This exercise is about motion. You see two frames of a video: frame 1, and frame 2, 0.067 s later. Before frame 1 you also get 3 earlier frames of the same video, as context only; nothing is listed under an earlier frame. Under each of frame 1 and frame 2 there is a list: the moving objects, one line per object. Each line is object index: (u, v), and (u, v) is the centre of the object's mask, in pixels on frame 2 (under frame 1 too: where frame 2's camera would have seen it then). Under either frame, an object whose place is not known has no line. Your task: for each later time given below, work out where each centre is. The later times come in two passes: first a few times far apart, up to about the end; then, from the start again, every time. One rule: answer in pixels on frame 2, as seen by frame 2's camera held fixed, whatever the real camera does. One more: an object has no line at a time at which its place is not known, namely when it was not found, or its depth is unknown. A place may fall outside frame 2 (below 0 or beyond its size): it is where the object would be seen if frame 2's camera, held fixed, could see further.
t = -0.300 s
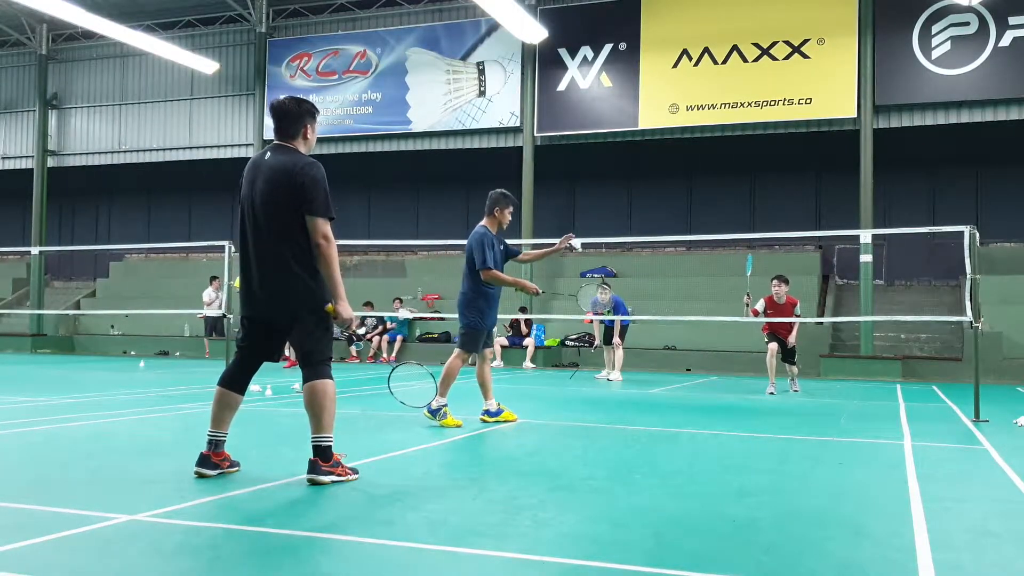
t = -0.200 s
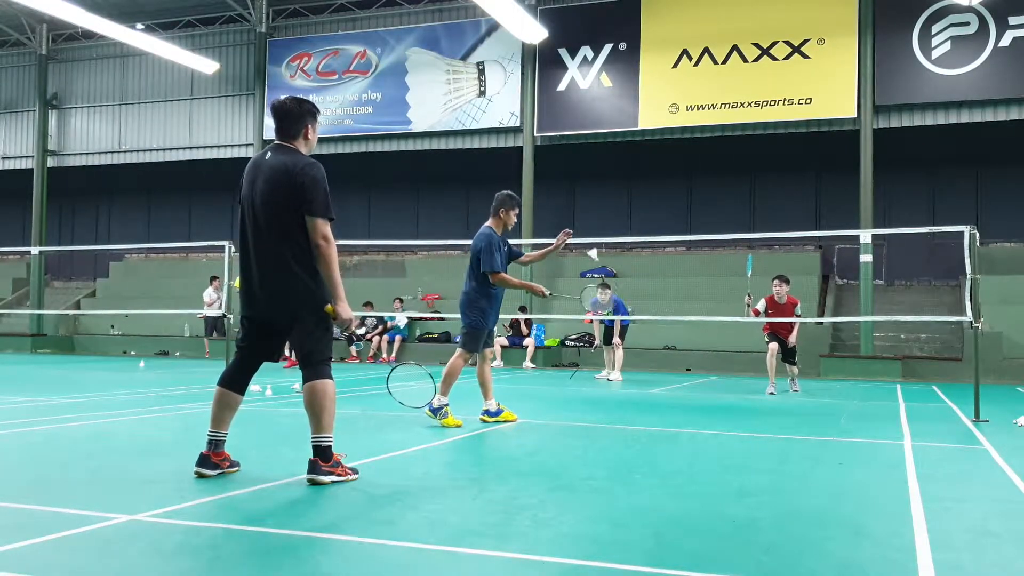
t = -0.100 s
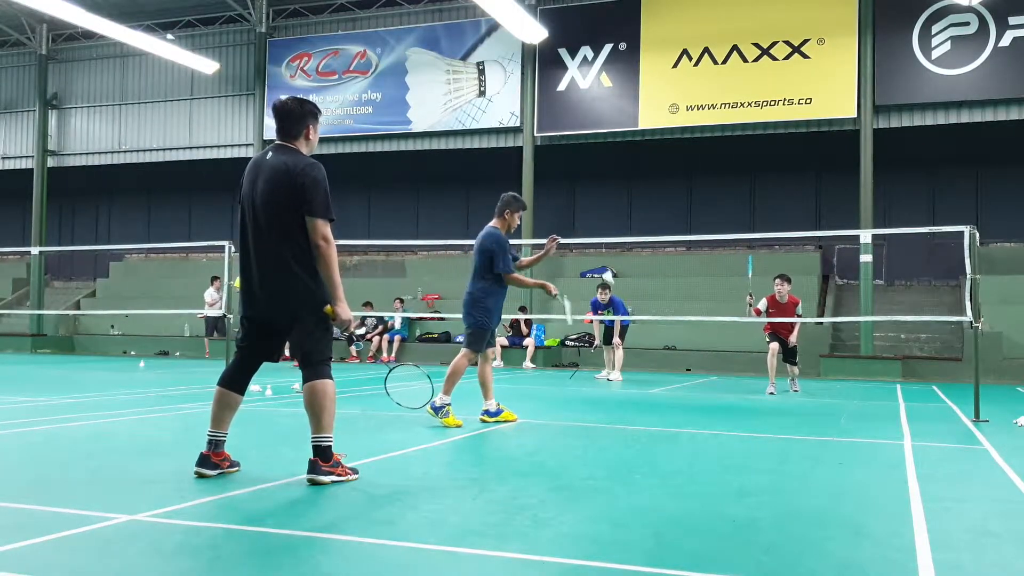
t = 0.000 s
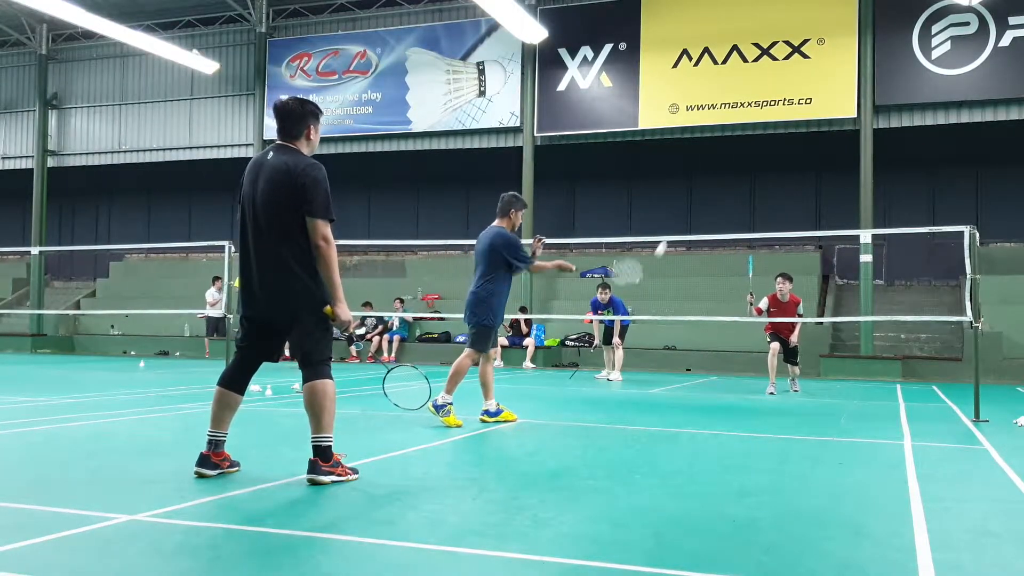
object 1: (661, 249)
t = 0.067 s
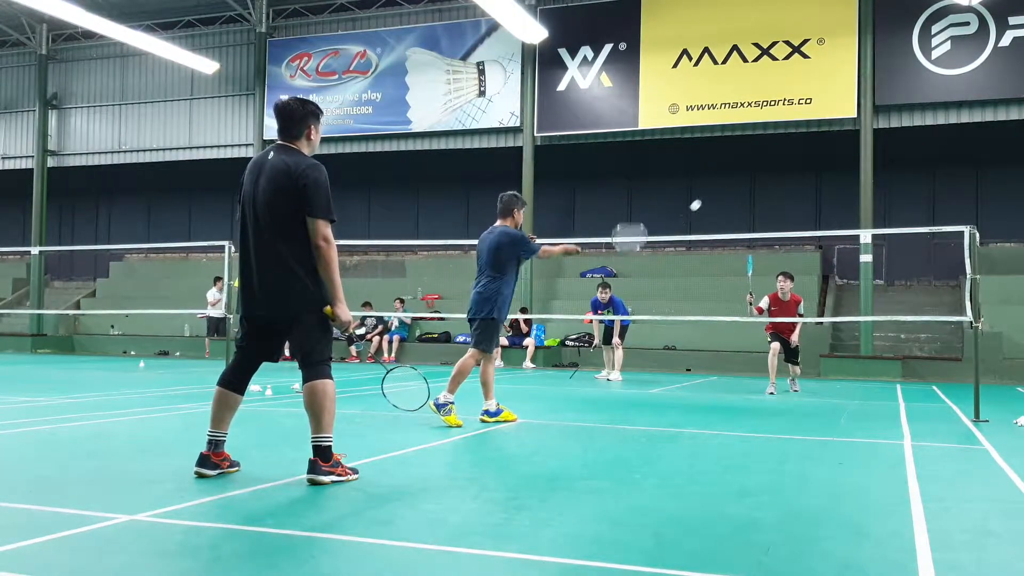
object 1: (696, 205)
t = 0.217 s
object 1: (741, 164)
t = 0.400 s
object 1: (770, 159)
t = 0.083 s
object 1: (703, 198)
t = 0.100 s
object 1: (709, 191)
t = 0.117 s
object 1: (714, 186)
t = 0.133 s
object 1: (719, 181)
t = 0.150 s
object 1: (724, 177)
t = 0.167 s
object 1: (729, 173)
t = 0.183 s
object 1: (733, 170)
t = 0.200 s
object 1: (737, 167)
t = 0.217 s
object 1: (741, 164)
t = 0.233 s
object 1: (745, 162)
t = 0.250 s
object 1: (748, 160)
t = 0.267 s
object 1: (751, 159)
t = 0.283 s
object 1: (754, 158)
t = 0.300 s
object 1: (756, 157)
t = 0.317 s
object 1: (758, 157)
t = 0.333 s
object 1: (761, 156)
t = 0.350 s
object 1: (763, 157)
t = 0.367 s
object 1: (765, 157)
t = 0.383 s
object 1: (768, 158)
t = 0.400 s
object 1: (770, 159)
